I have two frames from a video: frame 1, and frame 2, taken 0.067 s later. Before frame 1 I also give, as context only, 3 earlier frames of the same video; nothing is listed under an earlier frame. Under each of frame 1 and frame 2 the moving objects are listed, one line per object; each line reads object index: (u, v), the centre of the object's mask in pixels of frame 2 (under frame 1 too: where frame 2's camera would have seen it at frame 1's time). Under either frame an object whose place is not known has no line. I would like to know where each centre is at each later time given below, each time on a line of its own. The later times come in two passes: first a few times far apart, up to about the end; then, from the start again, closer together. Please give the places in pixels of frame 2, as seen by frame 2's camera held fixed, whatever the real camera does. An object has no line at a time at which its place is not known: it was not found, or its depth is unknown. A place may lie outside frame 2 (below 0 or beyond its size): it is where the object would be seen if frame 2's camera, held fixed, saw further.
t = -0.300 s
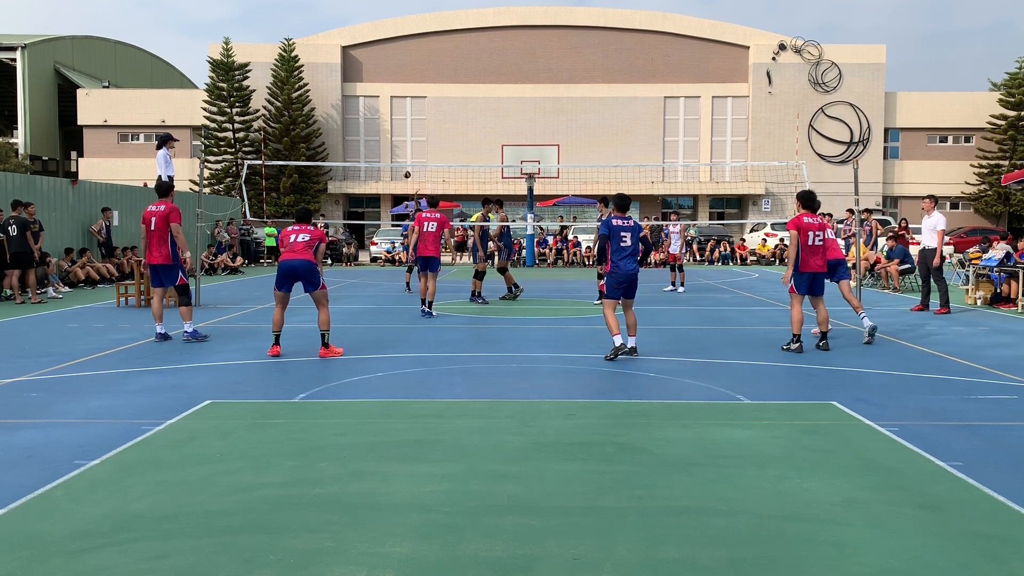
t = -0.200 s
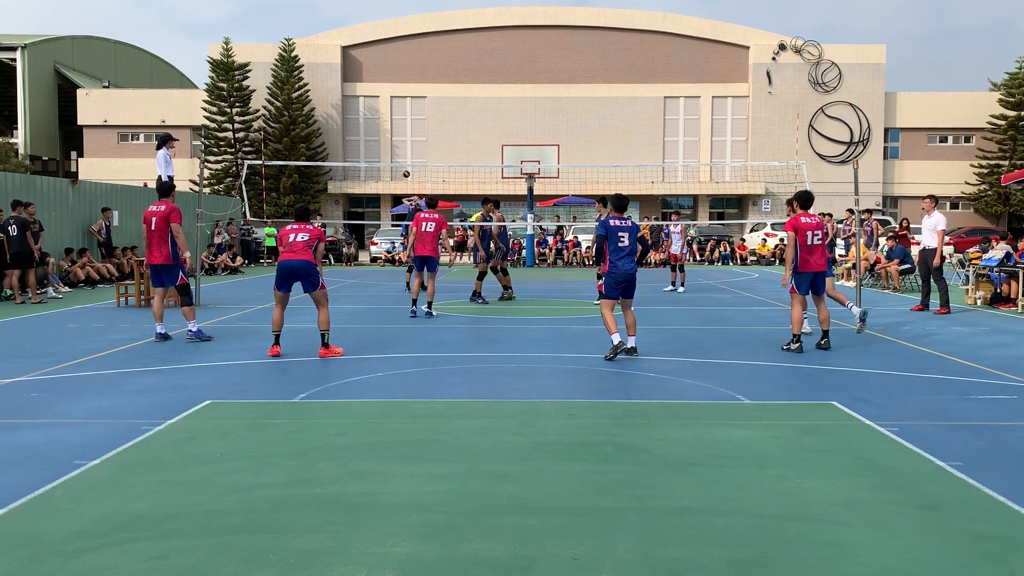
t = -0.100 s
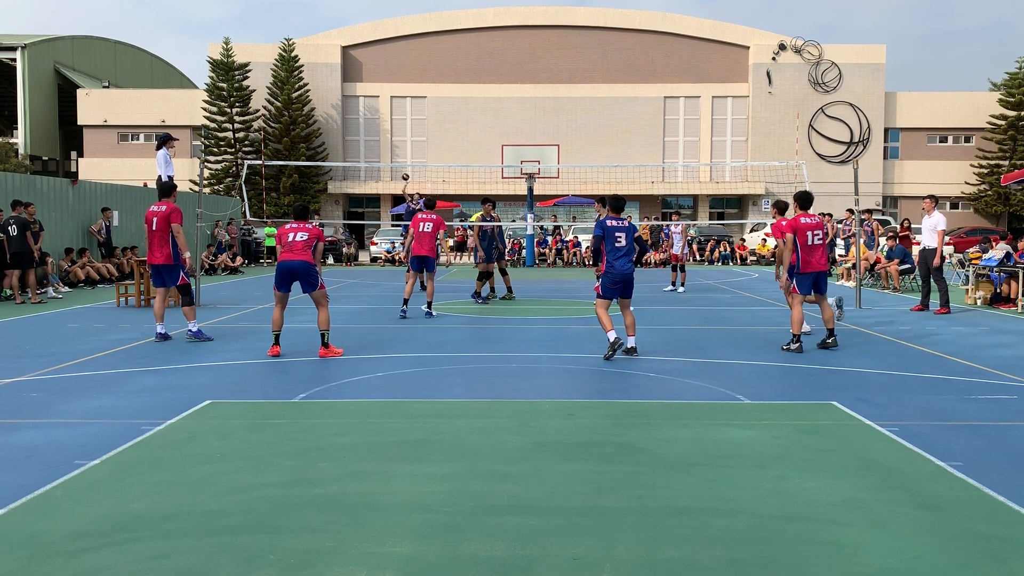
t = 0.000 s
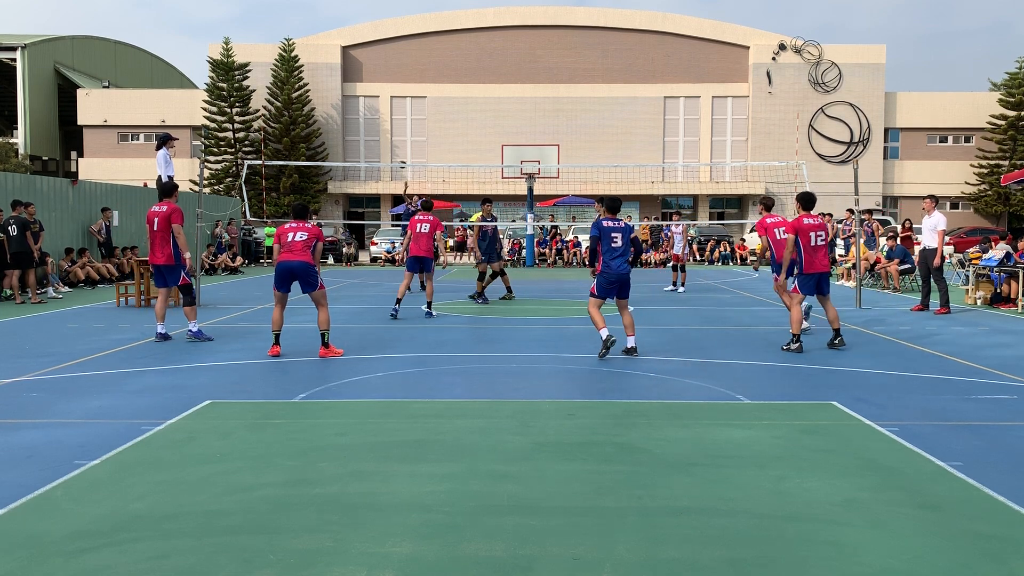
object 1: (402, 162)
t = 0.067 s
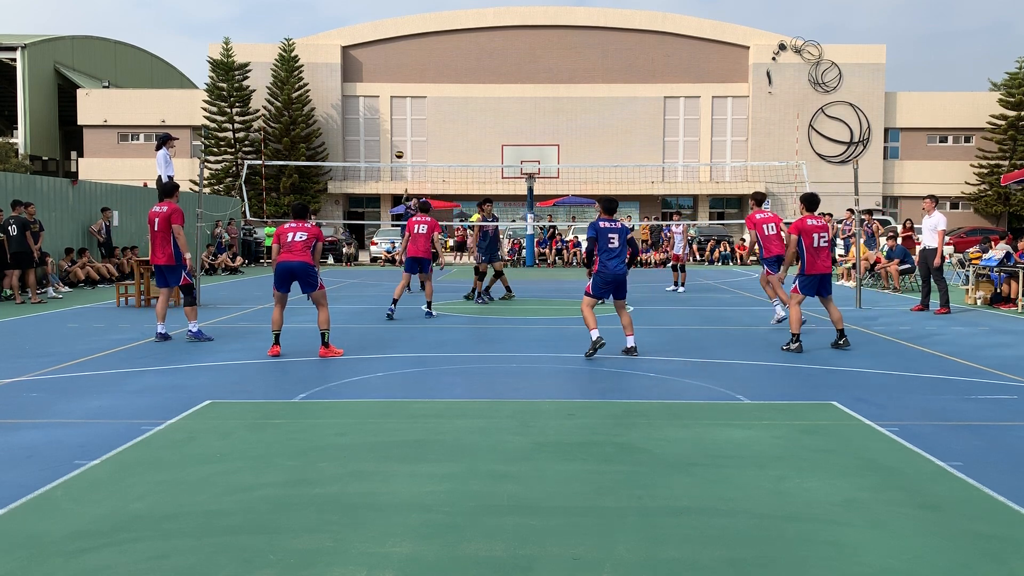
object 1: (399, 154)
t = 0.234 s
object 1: (388, 137)
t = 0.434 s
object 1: (374, 131)
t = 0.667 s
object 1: (350, 149)
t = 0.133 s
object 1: (395, 146)
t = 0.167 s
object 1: (393, 143)
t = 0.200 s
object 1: (391, 139)
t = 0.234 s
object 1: (388, 137)
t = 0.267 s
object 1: (386, 135)
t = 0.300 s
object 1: (383, 133)
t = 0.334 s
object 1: (381, 132)
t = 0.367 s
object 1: (379, 131)
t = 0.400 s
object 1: (376, 131)
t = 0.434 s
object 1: (374, 131)
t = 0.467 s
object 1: (372, 132)
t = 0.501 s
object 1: (369, 133)
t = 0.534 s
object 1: (366, 135)
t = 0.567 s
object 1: (363, 137)
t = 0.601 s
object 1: (359, 140)
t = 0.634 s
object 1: (355, 144)
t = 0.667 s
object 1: (350, 149)
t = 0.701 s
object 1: (346, 154)
